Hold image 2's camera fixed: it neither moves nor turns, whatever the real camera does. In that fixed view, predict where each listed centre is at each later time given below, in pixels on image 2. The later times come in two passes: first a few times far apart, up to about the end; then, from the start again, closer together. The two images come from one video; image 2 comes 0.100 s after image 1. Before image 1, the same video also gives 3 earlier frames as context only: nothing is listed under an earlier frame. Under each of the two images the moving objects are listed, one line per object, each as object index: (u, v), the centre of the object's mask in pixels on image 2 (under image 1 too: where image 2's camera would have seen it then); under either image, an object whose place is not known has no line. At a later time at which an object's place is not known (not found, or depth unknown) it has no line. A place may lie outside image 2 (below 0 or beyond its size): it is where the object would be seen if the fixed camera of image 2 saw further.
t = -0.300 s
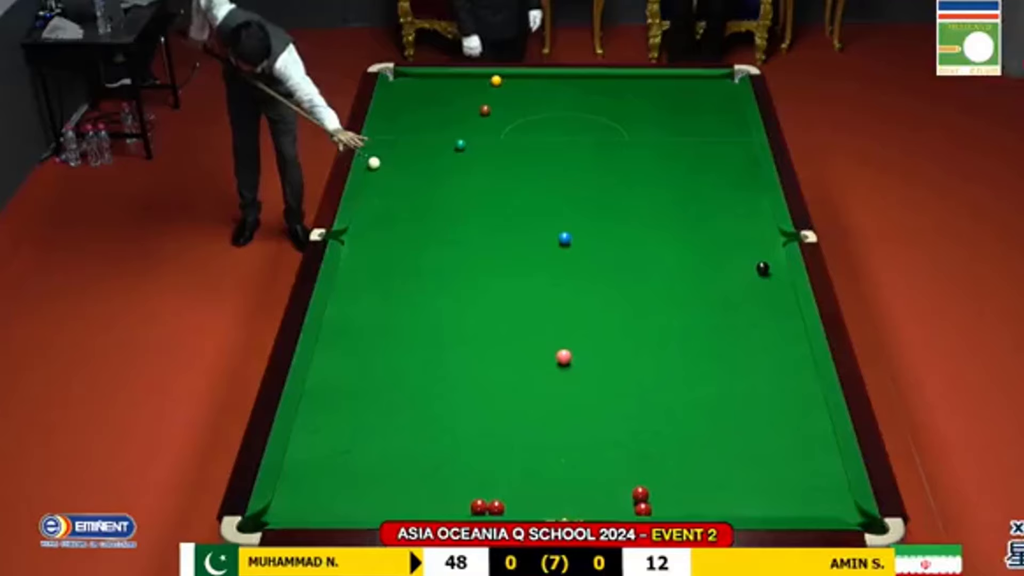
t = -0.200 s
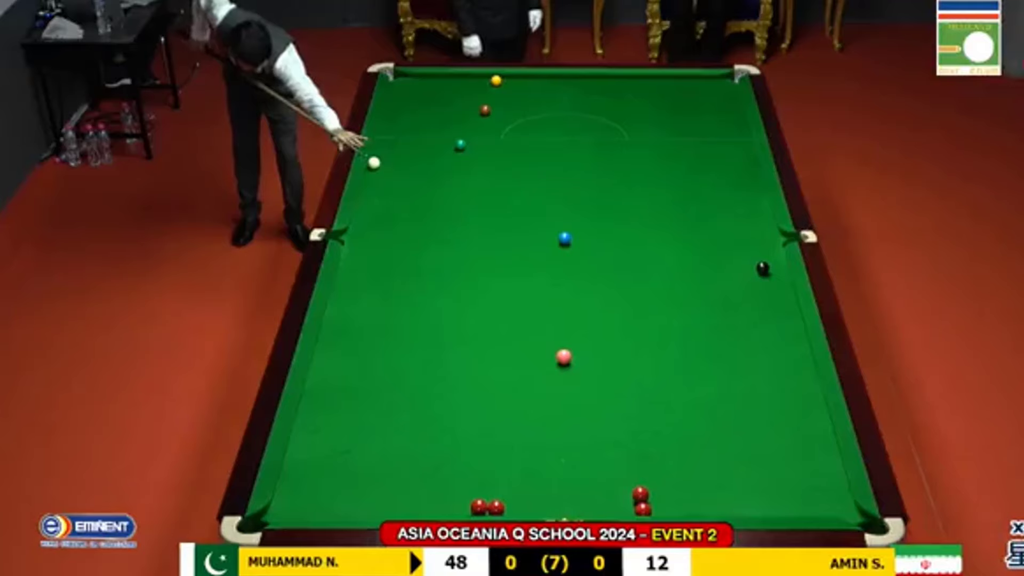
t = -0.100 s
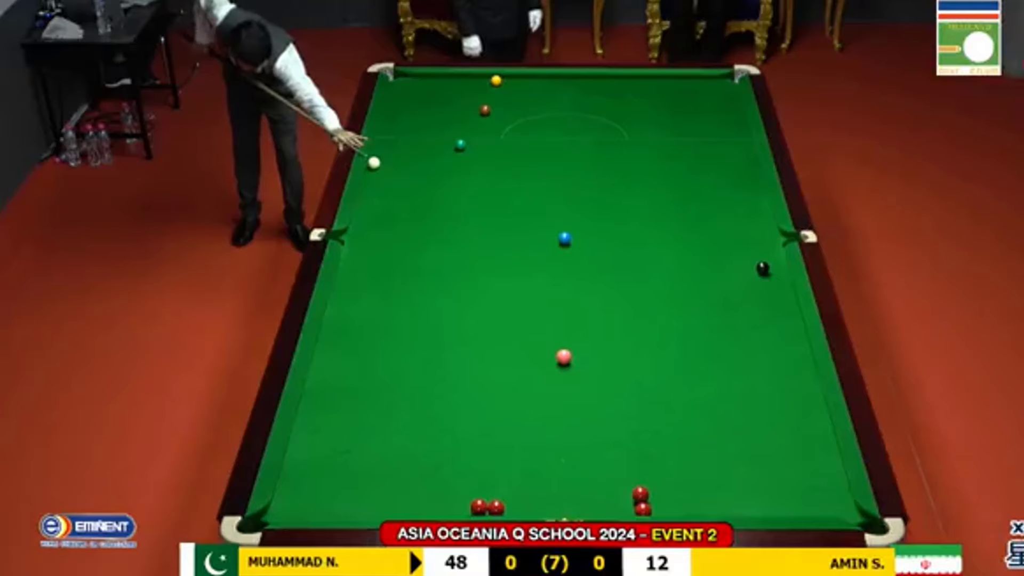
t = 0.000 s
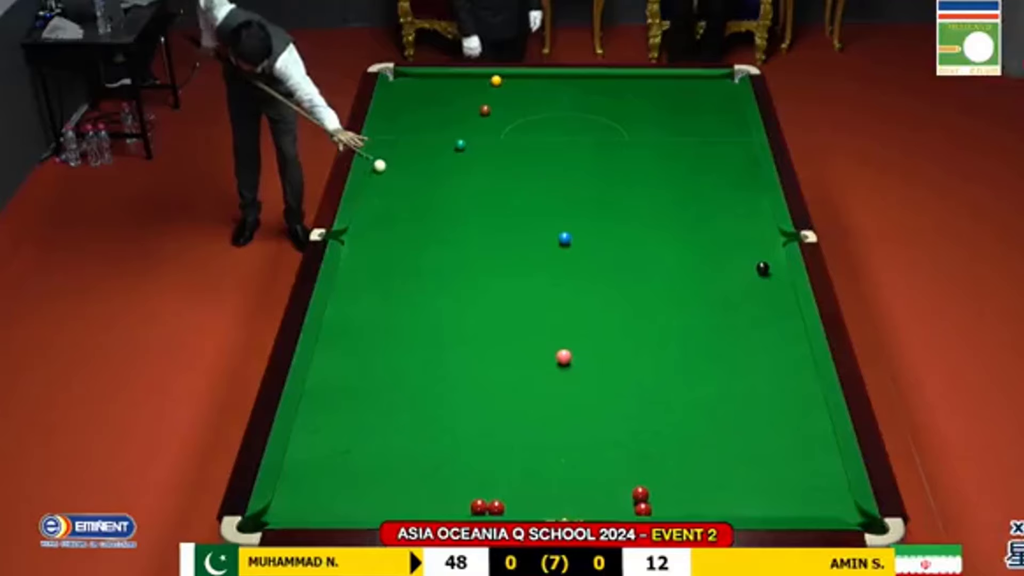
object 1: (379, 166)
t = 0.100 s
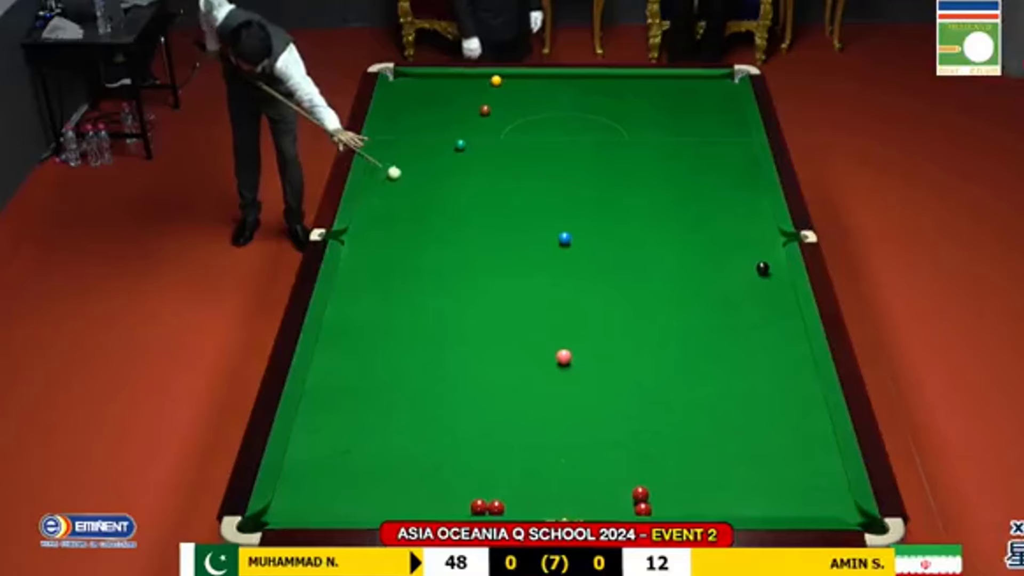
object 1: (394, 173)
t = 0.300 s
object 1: (423, 187)
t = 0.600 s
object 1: (468, 209)
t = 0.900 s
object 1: (513, 231)
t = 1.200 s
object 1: (561, 254)
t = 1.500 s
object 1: (609, 278)
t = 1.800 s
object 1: (659, 302)
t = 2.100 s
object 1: (710, 327)
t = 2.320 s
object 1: (748, 346)
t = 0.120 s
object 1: (397, 174)
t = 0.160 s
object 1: (402, 177)
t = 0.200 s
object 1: (408, 180)
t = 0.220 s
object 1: (411, 181)
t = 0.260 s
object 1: (417, 184)
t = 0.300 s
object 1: (423, 187)
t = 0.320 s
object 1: (426, 188)
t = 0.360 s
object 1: (431, 191)
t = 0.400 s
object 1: (438, 194)
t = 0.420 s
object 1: (441, 196)
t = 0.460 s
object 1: (446, 198)
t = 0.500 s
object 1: (452, 202)
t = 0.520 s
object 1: (455, 203)
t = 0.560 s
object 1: (461, 206)
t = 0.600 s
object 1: (468, 209)
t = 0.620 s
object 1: (471, 210)
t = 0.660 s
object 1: (477, 213)
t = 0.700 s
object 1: (483, 216)
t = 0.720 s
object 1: (486, 218)
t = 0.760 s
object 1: (492, 221)
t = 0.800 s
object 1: (498, 224)
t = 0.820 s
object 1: (501, 225)
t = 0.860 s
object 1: (507, 228)
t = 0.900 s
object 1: (513, 231)
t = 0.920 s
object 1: (517, 233)
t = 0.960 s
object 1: (523, 236)
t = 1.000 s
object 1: (529, 239)
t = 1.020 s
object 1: (532, 241)
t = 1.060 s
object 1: (538, 243)
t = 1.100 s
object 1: (545, 247)
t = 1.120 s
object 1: (548, 248)
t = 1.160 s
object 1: (554, 251)
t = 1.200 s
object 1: (561, 254)
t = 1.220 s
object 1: (564, 256)
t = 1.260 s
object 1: (570, 259)
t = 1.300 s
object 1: (577, 262)
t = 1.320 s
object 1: (580, 264)
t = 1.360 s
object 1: (587, 267)
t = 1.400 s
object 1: (593, 270)
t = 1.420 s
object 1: (596, 272)
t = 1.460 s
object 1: (603, 275)
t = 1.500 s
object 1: (609, 278)
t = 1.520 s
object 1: (613, 280)
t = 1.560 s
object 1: (619, 283)
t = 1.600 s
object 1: (626, 286)
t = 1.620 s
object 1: (629, 288)
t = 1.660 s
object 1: (636, 291)
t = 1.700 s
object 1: (642, 294)
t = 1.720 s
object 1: (646, 296)
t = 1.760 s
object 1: (652, 299)
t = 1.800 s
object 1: (659, 302)
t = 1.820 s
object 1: (663, 304)
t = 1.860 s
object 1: (669, 307)
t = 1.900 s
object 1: (676, 311)
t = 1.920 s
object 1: (679, 312)
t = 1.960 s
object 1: (686, 316)
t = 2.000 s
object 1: (693, 319)
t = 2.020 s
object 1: (696, 321)
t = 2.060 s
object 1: (703, 324)
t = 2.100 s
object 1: (710, 327)
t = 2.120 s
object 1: (713, 329)
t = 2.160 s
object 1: (720, 332)
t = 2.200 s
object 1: (727, 336)
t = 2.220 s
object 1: (731, 337)
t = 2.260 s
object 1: (737, 341)
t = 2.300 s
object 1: (745, 344)
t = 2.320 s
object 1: (748, 346)
